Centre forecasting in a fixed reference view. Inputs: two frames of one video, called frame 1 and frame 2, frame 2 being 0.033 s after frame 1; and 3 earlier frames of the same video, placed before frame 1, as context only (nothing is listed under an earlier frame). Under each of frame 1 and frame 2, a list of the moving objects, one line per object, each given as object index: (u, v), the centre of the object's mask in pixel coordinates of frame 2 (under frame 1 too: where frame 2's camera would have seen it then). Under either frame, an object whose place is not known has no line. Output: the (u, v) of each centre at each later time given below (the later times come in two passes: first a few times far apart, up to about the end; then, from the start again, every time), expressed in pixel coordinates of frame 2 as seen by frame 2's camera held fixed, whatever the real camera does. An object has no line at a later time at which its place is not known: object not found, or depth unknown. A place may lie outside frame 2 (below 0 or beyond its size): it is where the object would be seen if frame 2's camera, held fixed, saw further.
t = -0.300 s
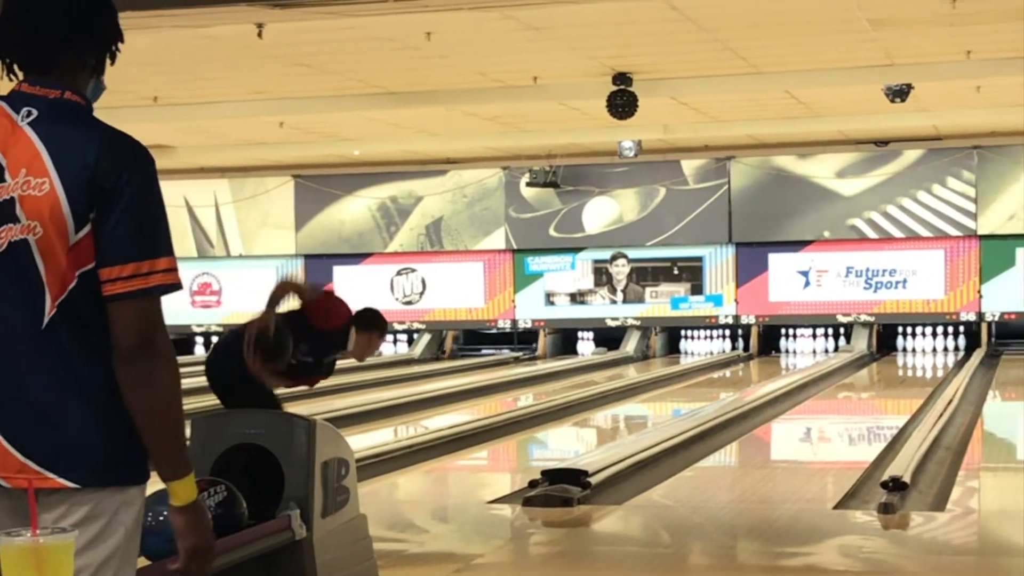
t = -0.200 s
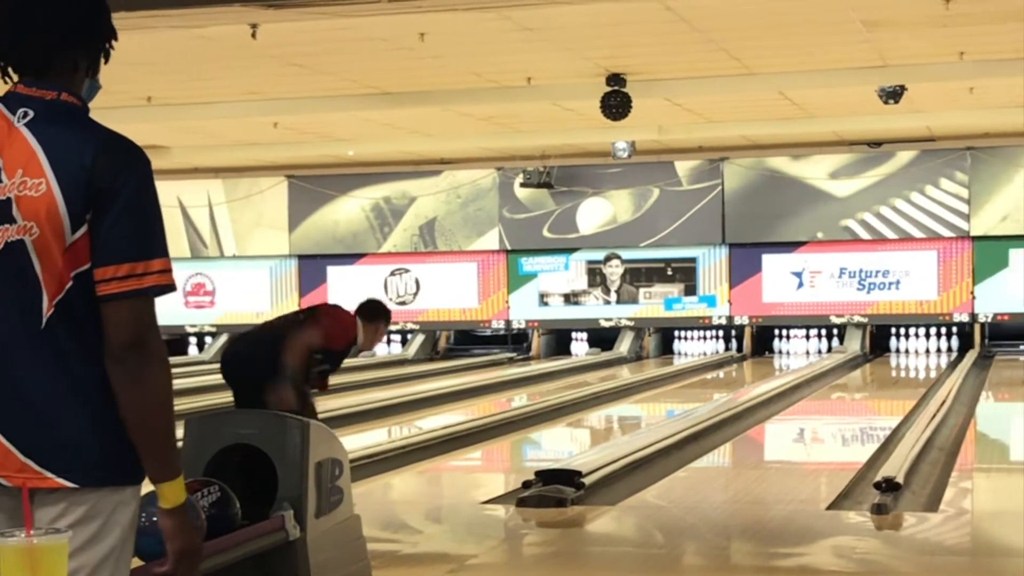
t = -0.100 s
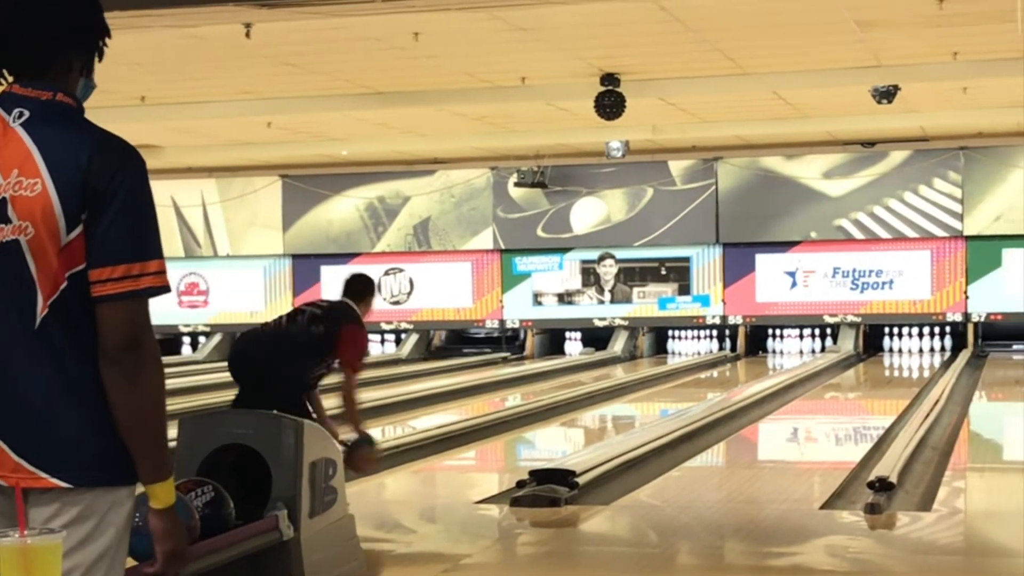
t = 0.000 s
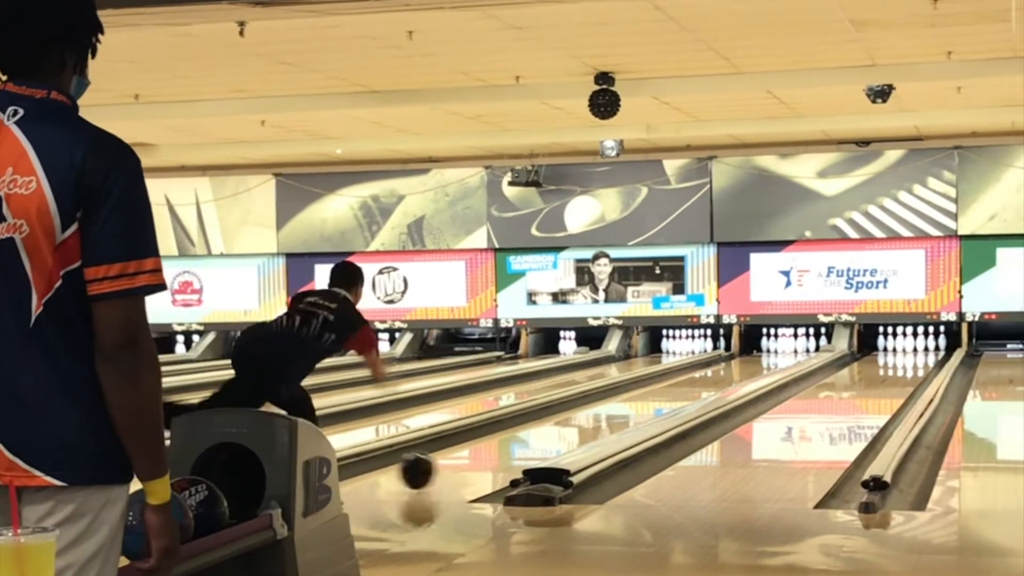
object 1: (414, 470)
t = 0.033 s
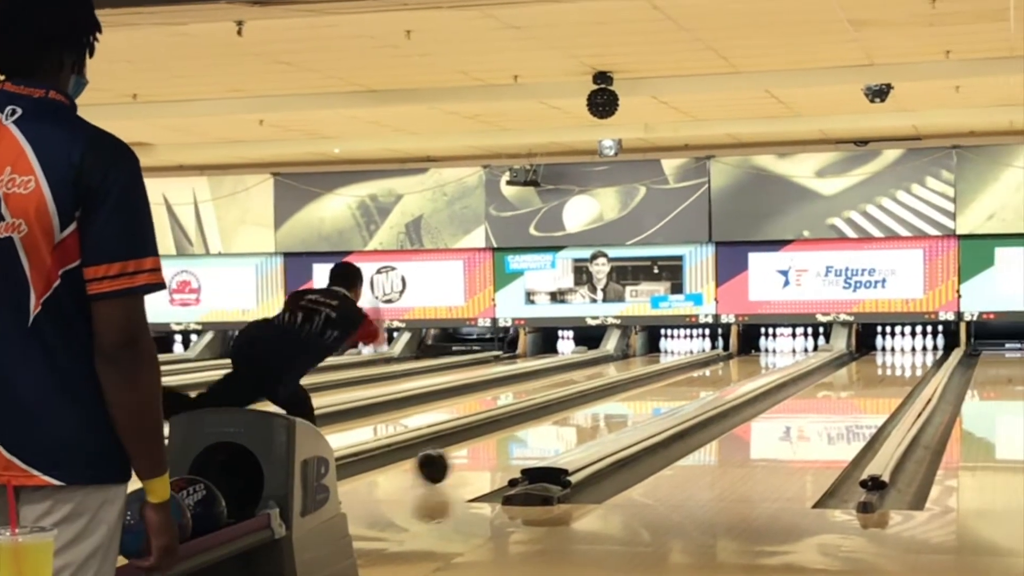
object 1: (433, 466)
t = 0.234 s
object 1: (520, 439)
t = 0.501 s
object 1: (603, 414)
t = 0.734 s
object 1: (656, 397)
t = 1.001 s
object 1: (700, 382)
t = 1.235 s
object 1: (730, 372)
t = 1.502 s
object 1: (755, 362)
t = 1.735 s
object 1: (772, 357)
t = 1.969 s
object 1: (780, 351)
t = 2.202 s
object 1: (780, 347)
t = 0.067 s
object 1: (449, 461)
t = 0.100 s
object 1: (466, 457)
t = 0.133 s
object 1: (480, 452)
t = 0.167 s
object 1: (494, 447)
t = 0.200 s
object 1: (508, 443)
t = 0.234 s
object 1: (520, 439)
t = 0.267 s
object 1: (532, 435)
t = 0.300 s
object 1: (544, 432)
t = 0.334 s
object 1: (555, 429)
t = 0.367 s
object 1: (566, 425)
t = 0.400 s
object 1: (575, 422)
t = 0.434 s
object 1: (585, 420)
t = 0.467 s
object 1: (594, 417)
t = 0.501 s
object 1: (603, 414)
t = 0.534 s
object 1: (612, 411)
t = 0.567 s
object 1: (619, 409)
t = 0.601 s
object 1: (627, 406)
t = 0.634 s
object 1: (635, 404)
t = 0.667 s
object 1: (642, 401)
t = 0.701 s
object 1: (649, 399)
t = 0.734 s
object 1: (656, 397)
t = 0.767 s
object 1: (663, 395)
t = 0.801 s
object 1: (668, 393)
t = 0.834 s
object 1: (674, 391)
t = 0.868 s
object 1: (680, 389)
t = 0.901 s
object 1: (685, 387)
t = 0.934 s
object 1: (690, 386)
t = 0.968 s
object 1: (696, 384)
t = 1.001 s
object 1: (700, 382)
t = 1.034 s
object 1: (705, 380)
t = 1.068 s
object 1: (710, 379)
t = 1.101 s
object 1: (714, 378)
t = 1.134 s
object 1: (718, 376)
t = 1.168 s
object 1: (722, 375)
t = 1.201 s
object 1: (726, 374)
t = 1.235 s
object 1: (730, 372)
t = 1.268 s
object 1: (733, 371)
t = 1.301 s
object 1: (737, 369)
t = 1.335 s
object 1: (740, 369)
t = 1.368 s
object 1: (743, 368)
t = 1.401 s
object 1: (746, 366)
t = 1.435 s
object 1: (750, 365)
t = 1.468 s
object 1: (752, 364)
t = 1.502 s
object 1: (755, 362)
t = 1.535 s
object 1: (758, 361)
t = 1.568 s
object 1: (760, 360)
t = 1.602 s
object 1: (763, 360)
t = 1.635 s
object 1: (766, 359)
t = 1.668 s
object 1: (768, 358)
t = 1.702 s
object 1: (770, 358)
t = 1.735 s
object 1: (772, 357)
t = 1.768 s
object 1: (773, 356)
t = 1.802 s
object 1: (775, 355)
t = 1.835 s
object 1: (776, 354)
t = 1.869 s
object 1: (777, 353)
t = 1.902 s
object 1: (779, 352)
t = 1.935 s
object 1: (780, 352)
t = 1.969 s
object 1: (780, 351)
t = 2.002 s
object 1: (781, 351)
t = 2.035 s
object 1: (781, 350)
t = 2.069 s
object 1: (781, 349)
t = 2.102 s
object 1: (782, 349)
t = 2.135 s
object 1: (781, 348)
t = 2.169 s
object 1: (781, 347)
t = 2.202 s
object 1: (780, 347)
